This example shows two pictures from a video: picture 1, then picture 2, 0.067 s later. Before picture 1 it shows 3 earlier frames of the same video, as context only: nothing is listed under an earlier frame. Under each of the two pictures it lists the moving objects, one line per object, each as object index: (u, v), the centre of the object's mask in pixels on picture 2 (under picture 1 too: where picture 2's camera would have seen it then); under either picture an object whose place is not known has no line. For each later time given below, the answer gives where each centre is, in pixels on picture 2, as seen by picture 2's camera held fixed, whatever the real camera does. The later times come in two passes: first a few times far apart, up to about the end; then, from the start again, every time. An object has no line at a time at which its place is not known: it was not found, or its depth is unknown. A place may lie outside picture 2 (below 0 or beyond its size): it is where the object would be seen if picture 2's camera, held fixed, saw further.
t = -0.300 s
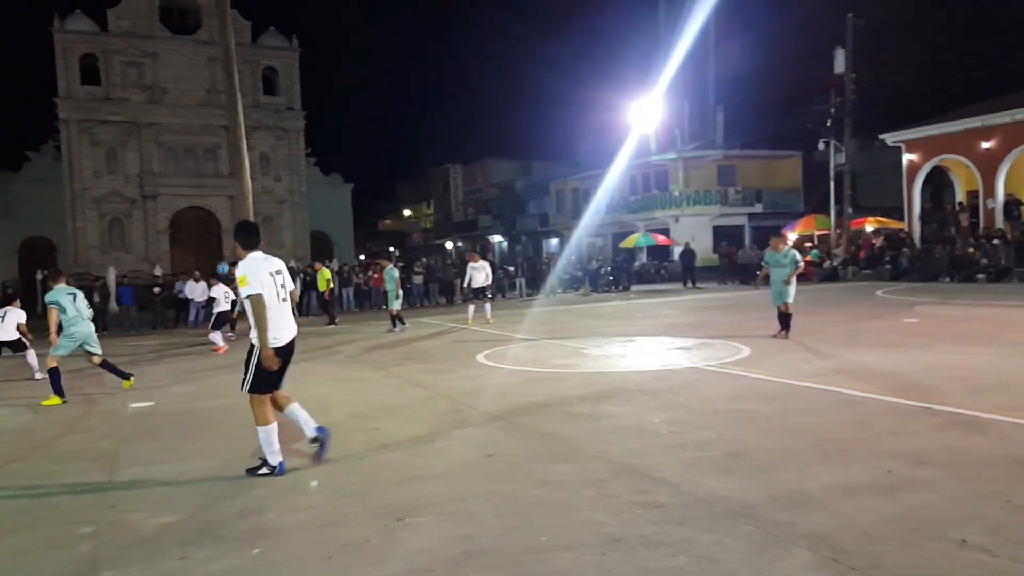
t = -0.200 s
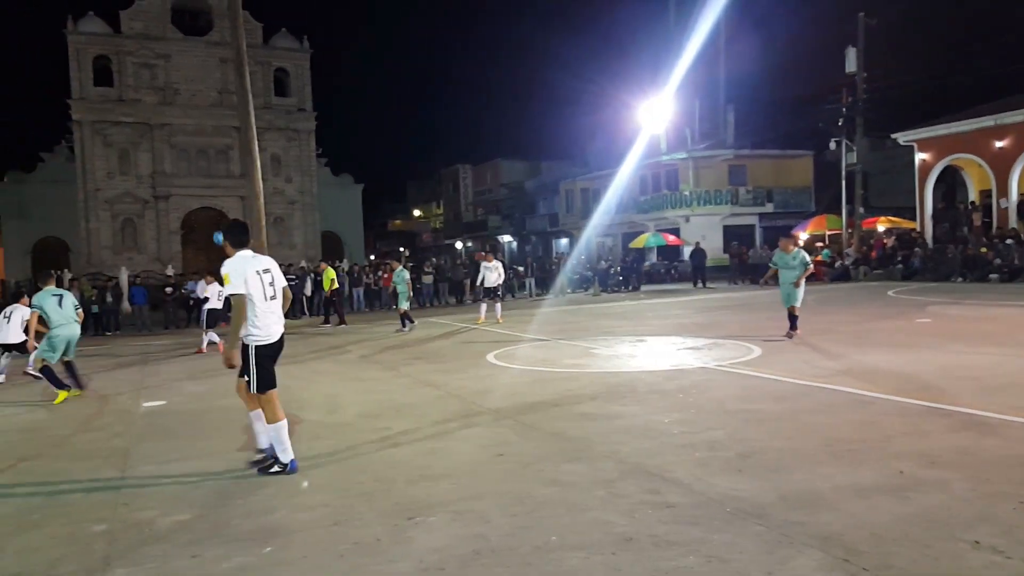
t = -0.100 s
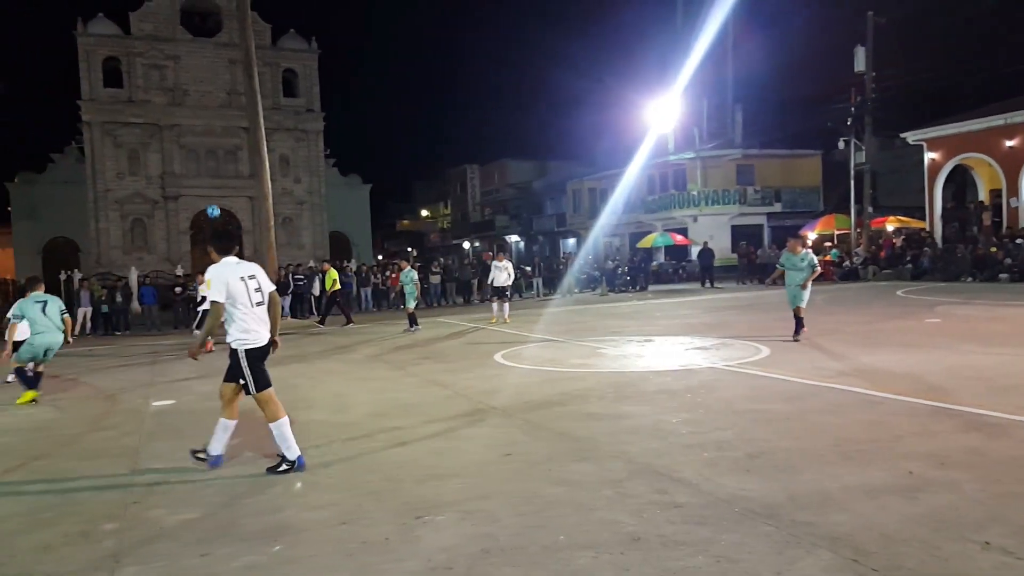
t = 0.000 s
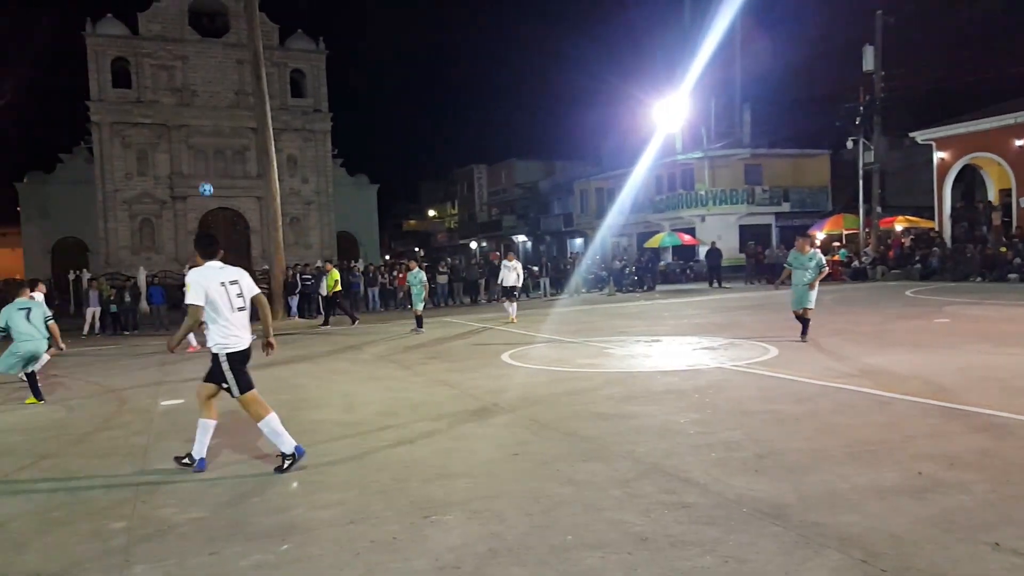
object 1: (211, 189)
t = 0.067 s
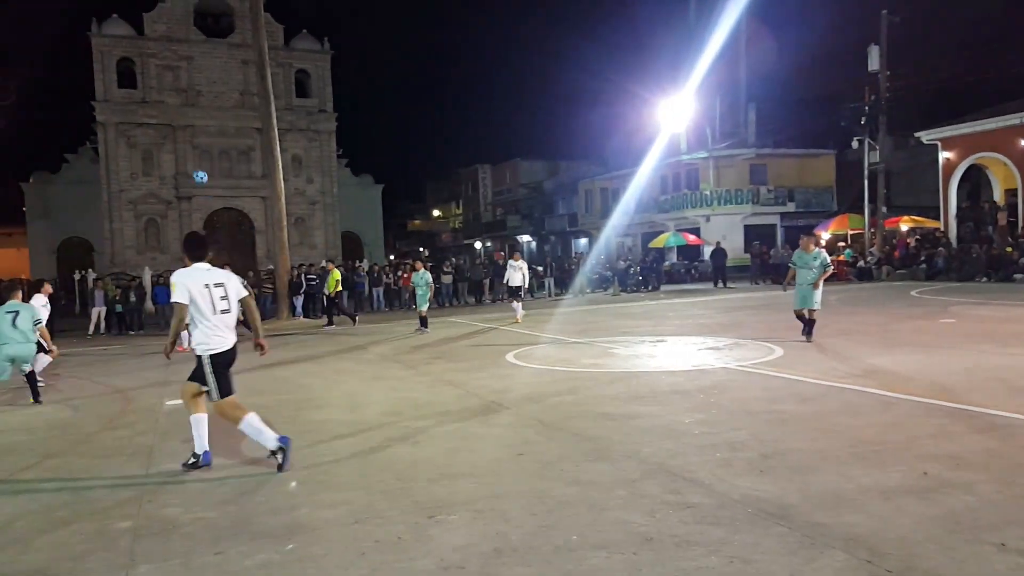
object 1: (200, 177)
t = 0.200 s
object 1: (177, 159)
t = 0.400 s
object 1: (139, 154)
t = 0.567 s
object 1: (104, 174)
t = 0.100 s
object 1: (195, 172)
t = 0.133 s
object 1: (189, 167)
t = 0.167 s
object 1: (183, 163)
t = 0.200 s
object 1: (177, 159)
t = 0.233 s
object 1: (172, 156)
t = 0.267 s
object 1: (165, 154)
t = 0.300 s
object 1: (159, 153)
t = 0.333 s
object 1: (152, 152)
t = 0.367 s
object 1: (146, 153)
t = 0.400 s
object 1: (139, 154)
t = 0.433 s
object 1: (133, 156)
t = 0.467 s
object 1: (126, 159)
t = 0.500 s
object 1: (119, 163)
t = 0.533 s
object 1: (112, 168)
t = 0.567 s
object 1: (104, 174)
